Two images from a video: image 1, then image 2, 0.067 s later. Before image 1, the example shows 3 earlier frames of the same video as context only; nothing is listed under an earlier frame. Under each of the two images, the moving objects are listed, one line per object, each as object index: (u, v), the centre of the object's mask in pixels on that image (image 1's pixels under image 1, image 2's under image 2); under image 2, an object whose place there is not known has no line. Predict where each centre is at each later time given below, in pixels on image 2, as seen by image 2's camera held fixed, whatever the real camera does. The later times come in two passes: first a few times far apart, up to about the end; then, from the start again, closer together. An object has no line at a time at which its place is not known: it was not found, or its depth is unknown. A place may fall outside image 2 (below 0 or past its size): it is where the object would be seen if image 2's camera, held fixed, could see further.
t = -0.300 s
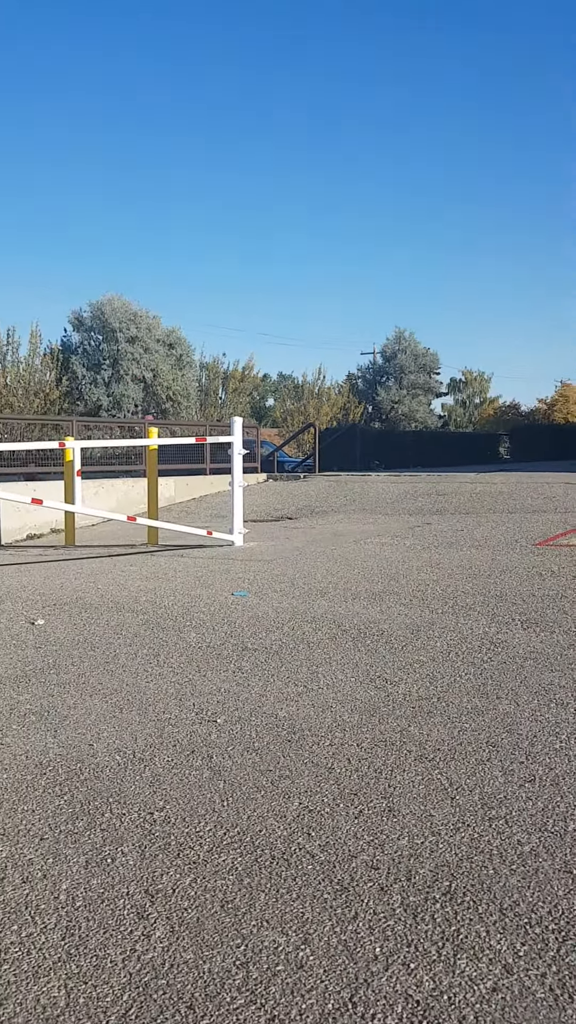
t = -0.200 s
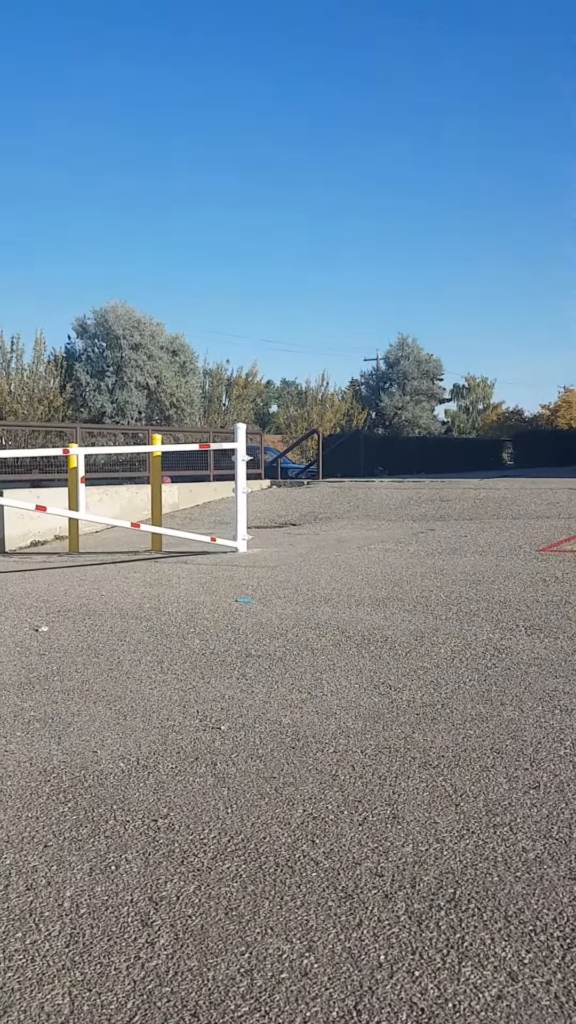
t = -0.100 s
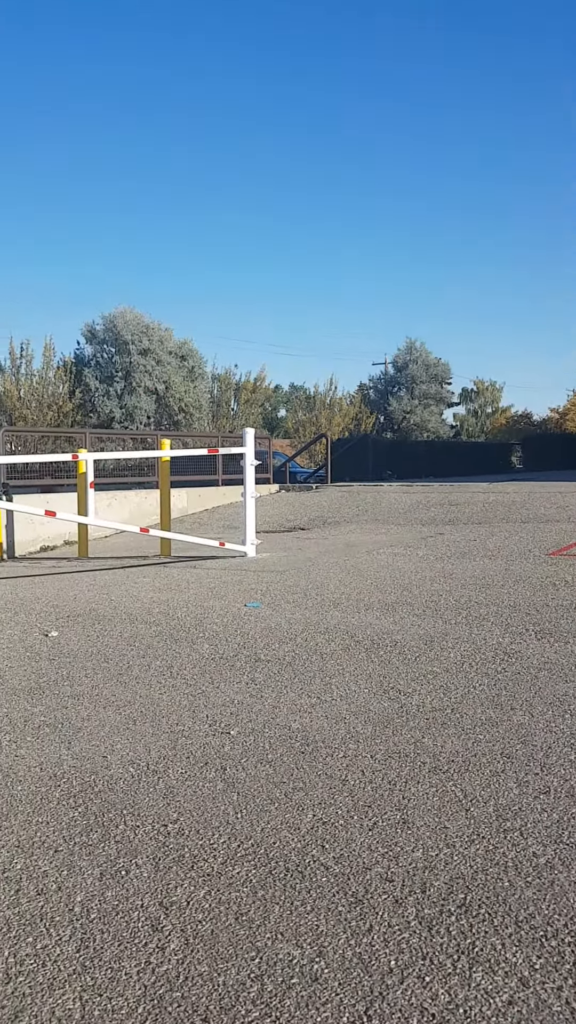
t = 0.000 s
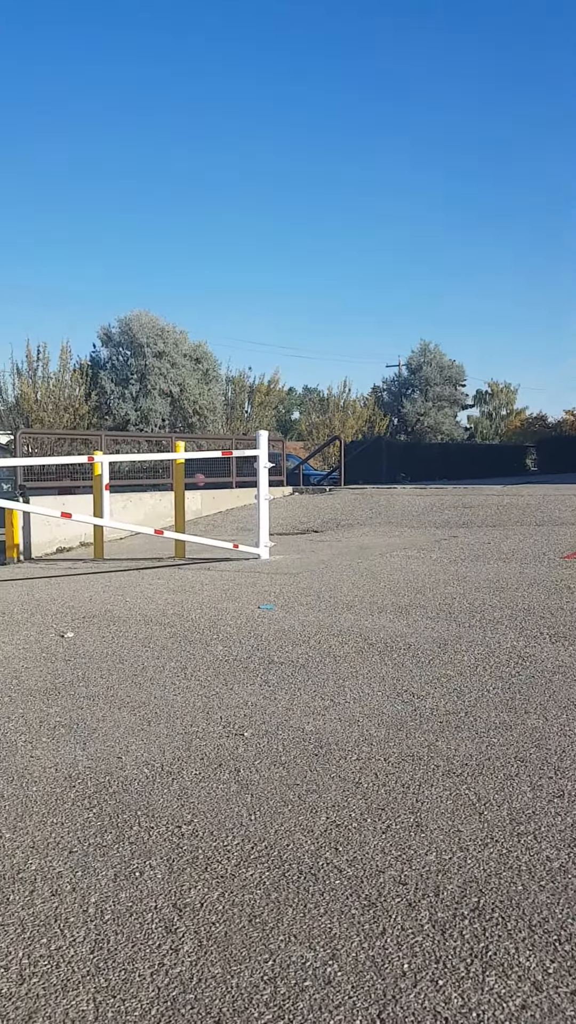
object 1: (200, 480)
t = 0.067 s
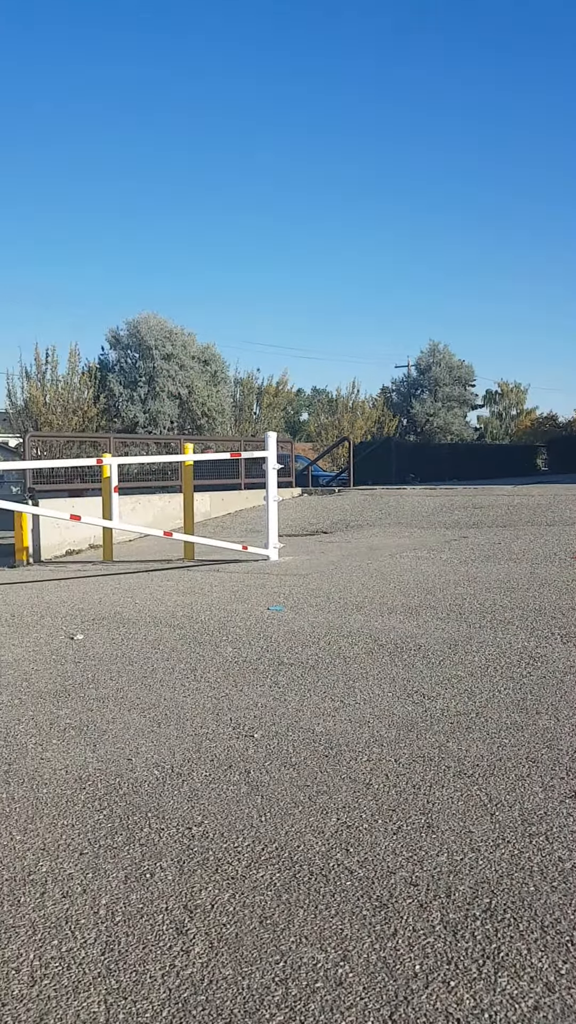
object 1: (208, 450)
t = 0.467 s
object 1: (212, 328)
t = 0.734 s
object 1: (217, 295)
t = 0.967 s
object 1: (224, 307)
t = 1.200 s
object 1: (233, 361)
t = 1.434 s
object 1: (244, 464)
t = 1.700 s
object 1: (246, 477)
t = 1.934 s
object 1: (236, 394)
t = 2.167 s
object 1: (227, 353)
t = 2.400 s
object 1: (218, 363)
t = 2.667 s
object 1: (207, 450)
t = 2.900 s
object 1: (197, 566)
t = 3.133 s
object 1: (173, 464)
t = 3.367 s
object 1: (147, 421)
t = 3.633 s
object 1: (111, 466)
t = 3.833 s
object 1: (80, 584)
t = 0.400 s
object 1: (211, 343)
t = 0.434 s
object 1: (211, 335)
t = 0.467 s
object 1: (212, 328)
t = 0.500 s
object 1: (212, 321)
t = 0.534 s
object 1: (213, 316)
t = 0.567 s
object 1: (213, 311)
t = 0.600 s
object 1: (214, 306)
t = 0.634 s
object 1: (215, 302)
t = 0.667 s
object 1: (215, 299)
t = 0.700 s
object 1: (216, 297)
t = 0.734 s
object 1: (217, 295)
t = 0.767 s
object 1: (218, 294)
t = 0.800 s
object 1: (219, 294)
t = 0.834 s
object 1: (220, 295)
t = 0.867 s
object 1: (221, 297)
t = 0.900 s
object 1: (222, 299)
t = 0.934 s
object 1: (223, 302)
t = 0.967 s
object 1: (224, 307)
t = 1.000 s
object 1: (225, 312)
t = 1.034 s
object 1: (226, 318)
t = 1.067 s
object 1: (227, 325)
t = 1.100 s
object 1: (228, 332)
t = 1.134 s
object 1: (230, 341)
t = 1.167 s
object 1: (231, 350)
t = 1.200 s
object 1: (233, 361)
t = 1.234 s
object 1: (234, 373)
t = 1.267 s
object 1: (236, 385)
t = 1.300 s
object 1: (237, 398)
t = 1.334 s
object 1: (239, 413)
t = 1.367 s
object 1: (240, 428)
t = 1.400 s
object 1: (242, 443)
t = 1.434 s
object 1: (244, 464)
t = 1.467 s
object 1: (245, 481)
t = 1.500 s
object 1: (246, 500)
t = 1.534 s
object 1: (248, 521)
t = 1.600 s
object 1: (248, 523)
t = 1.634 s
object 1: (247, 507)
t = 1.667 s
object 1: (246, 491)
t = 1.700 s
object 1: (246, 477)
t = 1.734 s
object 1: (245, 464)
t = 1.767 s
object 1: (243, 446)
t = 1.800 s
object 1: (242, 437)
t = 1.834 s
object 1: (240, 425)
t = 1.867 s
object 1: (239, 414)
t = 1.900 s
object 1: (238, 404)
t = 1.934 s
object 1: (236, 394)
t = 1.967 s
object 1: (235, 385)
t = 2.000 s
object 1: (234, 378)
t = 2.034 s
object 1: (232, 371)
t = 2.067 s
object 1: (231, 365)
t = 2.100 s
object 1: (230, 360)
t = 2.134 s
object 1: (228, 356)
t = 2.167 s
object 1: (227, 353)
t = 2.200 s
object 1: (226, 351)
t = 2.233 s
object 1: (224, 350)
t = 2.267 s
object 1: (223, 351)
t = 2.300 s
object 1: (222, 352)
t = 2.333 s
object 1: (220, 354)
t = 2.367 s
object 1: (219, 358)
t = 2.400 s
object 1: (218, 363)
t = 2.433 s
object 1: (217, 369)
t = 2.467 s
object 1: (215, 377)
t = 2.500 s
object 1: (214, 386)
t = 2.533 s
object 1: (212, 396)
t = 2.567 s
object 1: (211, 407)
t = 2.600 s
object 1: (210, 420)
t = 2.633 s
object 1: (209, 434)
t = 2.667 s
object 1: (207, 450)
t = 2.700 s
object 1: (206, 467)
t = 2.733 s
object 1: (205, 485)
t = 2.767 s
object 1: (203, 506)
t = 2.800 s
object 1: (202, 527)
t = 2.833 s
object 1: (201, 550)
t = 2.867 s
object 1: (199, 575)
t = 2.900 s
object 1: (197, 566)
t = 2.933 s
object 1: (193, 548)
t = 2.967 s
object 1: (190, 531)
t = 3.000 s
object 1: (187, 515)
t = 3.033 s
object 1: (183, 501)
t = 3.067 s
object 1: (180, 488)
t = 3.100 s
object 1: (177, 476)
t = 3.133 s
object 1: (173, 464)
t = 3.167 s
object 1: (169, 454)
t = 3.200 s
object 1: (166, 445)
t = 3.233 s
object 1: (162, 438)
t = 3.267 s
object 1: (159, 431)
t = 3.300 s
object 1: (155, 426)
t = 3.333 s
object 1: (151, 423)
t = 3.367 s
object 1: (147, 421)
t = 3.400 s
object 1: (143, 421)
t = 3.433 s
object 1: (139, 422)
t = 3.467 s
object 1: (134, 425)
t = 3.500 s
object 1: (130, 429)
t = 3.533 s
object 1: (126, 436)
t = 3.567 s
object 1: (120, 444)
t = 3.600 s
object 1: (116, 454)
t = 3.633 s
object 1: (111, 466)
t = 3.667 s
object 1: (107, 480)
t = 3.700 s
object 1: (101, 496)
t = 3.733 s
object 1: (96, 515)
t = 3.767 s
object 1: (91, 536)
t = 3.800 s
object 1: (86, 559)
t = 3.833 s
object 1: (80, 584)
